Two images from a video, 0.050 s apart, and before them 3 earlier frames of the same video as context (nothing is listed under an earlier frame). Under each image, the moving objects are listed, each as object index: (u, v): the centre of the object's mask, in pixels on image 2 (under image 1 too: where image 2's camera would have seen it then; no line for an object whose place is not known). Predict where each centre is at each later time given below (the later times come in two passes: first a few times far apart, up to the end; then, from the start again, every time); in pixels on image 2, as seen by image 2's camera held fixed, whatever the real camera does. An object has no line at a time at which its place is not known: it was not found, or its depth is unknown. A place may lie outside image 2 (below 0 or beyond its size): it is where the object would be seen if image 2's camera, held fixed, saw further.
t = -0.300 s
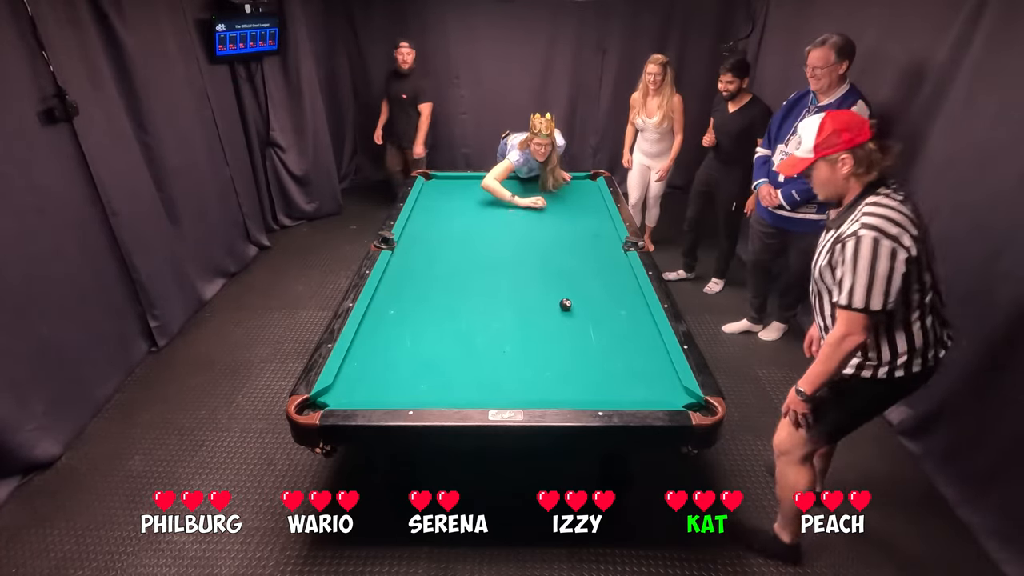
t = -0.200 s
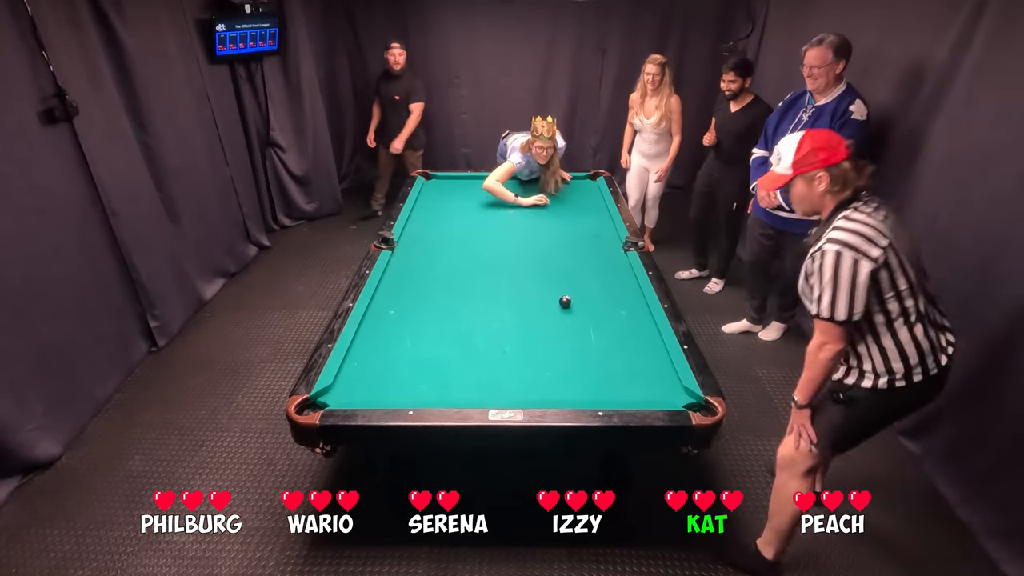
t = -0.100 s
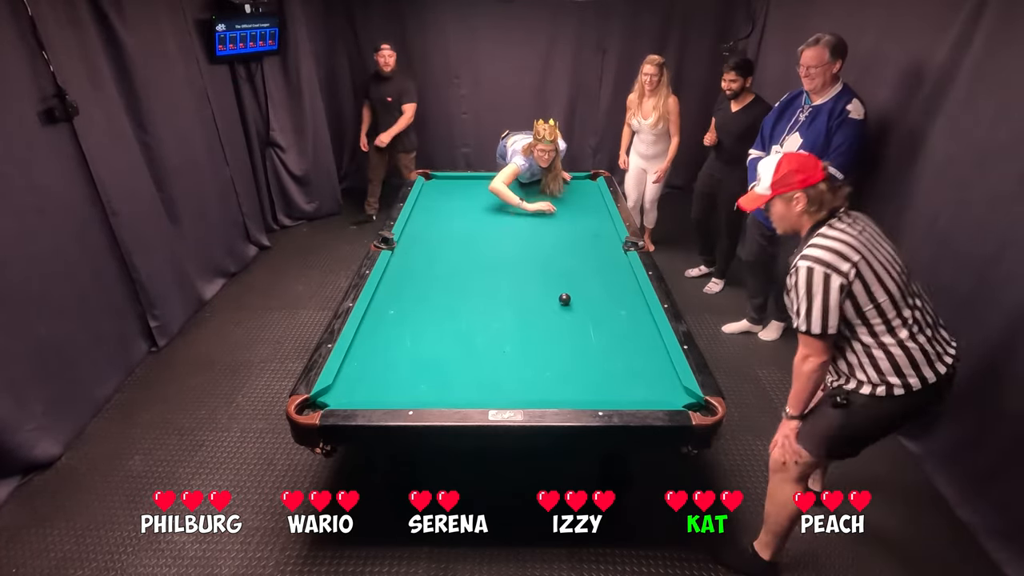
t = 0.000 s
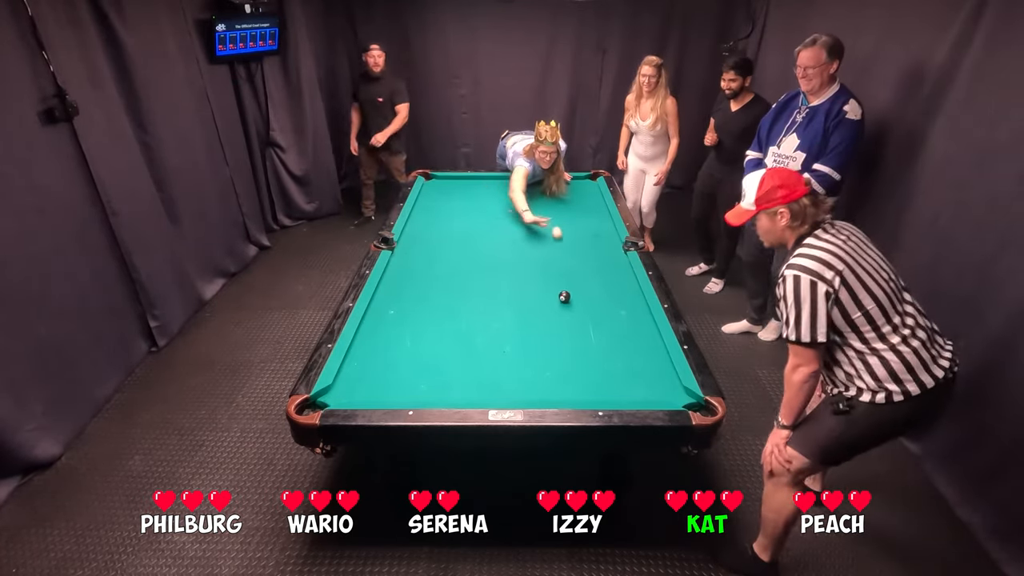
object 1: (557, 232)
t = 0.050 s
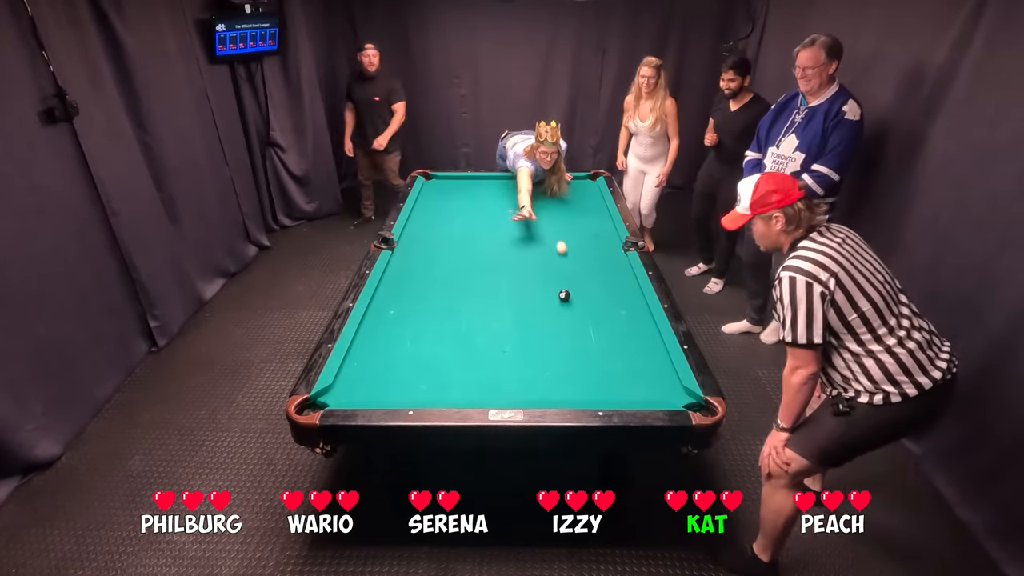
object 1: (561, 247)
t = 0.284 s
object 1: (620, 324)
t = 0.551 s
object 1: (633, 379)
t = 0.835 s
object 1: (558, 331)
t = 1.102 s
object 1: (507, 300)
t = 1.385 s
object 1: (463, 273)
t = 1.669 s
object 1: (427, 250)
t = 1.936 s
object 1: (409, 233)
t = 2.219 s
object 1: (432, 219)
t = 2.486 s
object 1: (450, 208)
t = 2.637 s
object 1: (460, 202)
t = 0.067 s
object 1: (563, 252)
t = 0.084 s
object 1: (564, 258)
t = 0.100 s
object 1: (566, 263)
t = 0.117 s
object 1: (568, 269)
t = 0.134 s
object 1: (570, 275)
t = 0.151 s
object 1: (571, 281)
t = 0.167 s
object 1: (573, 287)
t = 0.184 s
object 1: (579, 292)
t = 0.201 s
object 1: (585, 297)
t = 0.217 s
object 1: (592, 303)
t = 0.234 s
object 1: (599, 308)
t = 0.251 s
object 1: (606, 313)
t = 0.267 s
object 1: (613, 319)
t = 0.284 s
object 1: (620, 324)
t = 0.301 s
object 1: (627, 330)
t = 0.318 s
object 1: (635, 336)
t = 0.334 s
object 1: (643, 343)
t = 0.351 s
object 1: (650, 349)
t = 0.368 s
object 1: (658, 355)
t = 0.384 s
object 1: (665, 362)
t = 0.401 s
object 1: (665, 368)
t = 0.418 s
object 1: (664, 373)
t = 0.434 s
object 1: (662, 378)
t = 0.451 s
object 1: (660, 384)
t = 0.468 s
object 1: (658, 390)
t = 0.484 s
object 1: (656, 394)
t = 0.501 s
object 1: (650, 392)
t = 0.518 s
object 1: (644, 388)
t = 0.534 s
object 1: (639, 384)
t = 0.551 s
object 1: (633, 379)
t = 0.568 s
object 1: (627, 375)
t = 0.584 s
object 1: (622, 372)
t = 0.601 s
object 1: (617, 368)
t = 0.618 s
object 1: (612, 365)
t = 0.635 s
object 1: (607, 362)
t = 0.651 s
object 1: (602, 358)
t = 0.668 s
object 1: (598, 355)
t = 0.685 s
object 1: (593, 353)
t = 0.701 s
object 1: (589, 350)
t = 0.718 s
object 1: (585, 347)
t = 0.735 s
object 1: (581, 345)
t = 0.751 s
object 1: (577, 342)
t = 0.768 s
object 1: (573, 340)
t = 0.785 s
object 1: (570, 338)
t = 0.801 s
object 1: (566, 335)
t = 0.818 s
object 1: (562, 333)
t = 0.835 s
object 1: (558, 331)
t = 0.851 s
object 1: (555, 329)
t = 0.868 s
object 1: (551, 327)
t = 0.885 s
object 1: (548, 324)
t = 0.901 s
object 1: (545, 322)
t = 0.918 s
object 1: (541, 320)
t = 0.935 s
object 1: (538, 319)
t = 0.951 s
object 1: (535, 316)
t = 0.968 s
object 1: (531, 314)
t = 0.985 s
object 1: (528, 312)
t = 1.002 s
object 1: (525, 311)
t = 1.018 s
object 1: (522, 309)
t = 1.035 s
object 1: (519, 307)
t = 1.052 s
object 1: (516, 305)
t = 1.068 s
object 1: (513, 303)
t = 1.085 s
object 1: (510, 301)
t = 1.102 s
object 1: (507, 300)
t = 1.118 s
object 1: (504, 298)
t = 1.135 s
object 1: (502, 296)
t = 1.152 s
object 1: (499, 294)
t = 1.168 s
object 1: (496, 293)
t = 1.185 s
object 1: (493, 291)
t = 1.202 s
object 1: (491, 290)
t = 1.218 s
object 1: (488, 288)
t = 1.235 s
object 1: (485, 286)
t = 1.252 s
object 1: (483, 285)
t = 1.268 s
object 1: (480, 283)
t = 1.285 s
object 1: (478, 282)
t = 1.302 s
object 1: (475, 280)
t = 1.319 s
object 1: (473, 279)
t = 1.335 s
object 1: (470, 277)
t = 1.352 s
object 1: (468, 276)
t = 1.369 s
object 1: (465, 274)
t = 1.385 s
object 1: (463, 273)
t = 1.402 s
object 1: (461, 271)
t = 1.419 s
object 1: (458, 270)
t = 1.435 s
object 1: (456, 268)
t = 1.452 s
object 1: (454, 267)
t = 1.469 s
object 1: (452, 266)
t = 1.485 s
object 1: (449, 264)
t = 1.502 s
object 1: (447, 263)
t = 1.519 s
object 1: (445, 262)
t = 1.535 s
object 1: (443, 260)
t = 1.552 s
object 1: (441, 259)
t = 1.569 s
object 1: (439, 258)
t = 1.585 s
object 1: (437, 257)
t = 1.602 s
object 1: (435, 255)
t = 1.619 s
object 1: (433, 254)
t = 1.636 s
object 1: (431, 253)
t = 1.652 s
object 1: (429, 251)
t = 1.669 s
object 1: (427, 250)
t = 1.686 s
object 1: (425, 249)
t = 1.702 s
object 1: (423, 248)
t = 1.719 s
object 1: (421, 247)
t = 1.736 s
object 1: (419, 246)
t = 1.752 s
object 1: (417, 245)
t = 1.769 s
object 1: (415, 243)
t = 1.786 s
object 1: (413, 242)
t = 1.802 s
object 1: (412, 241)
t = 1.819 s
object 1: (410, 240)
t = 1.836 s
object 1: (408, 239)
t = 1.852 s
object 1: (406, 238)
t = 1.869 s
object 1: (405, 237)
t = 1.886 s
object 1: (404, 236)
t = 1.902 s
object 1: (406, 235)
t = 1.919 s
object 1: (408, 234)
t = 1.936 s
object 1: (409, 233)
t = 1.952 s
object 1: (411, 232)
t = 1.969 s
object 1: (413, 231)
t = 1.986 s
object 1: (414, 231)
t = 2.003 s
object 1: (415, 230)
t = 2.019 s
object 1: (417, 229)
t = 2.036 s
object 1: (418, 228)
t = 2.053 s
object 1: (419, 227)
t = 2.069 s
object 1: (421, 226)
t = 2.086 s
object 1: (422, 225)
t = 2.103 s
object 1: (423, 225)
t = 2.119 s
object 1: (425, 224)
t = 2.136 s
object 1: (426, 223)
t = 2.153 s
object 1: (427, 222)
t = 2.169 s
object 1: (428, 221)
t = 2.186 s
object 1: (430, 221)
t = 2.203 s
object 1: (431, 220)
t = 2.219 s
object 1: (432, 219)
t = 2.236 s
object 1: (433, 218)
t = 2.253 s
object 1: (435, 218)
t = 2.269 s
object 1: (436, 217)
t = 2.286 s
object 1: (437, 216)
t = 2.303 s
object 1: (438, 215)
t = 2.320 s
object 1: (439, 215)
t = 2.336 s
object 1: (440, 214)
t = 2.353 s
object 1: (442, 213)
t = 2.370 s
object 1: (443, 212)
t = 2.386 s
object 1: (444, 212)
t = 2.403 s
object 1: (445, 211)
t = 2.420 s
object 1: (446, 210)
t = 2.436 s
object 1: (447, 210)
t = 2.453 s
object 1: (448, 209)
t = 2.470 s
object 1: (449, 208)
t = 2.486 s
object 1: (450, 208)
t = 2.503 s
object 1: (452, 207)
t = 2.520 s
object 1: (453, 206)
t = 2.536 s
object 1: (454, 206)
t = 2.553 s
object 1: (455, 205)
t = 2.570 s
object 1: (456, 204)
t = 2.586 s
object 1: (457, 204)
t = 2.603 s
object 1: (458, 203)
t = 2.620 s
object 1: (459, 202)
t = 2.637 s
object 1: (460, 202)
